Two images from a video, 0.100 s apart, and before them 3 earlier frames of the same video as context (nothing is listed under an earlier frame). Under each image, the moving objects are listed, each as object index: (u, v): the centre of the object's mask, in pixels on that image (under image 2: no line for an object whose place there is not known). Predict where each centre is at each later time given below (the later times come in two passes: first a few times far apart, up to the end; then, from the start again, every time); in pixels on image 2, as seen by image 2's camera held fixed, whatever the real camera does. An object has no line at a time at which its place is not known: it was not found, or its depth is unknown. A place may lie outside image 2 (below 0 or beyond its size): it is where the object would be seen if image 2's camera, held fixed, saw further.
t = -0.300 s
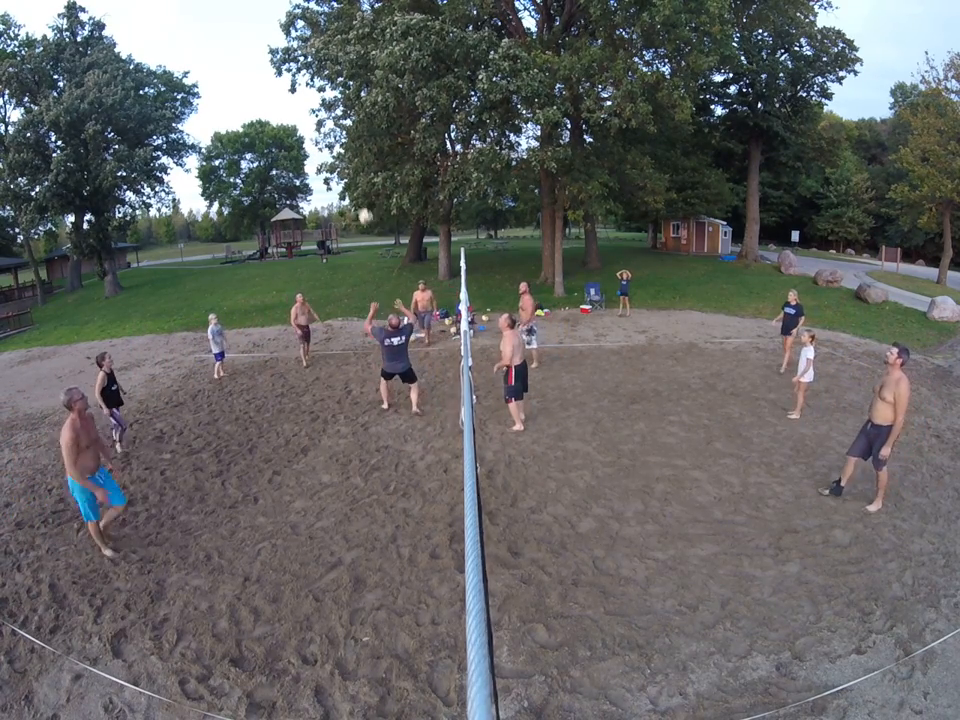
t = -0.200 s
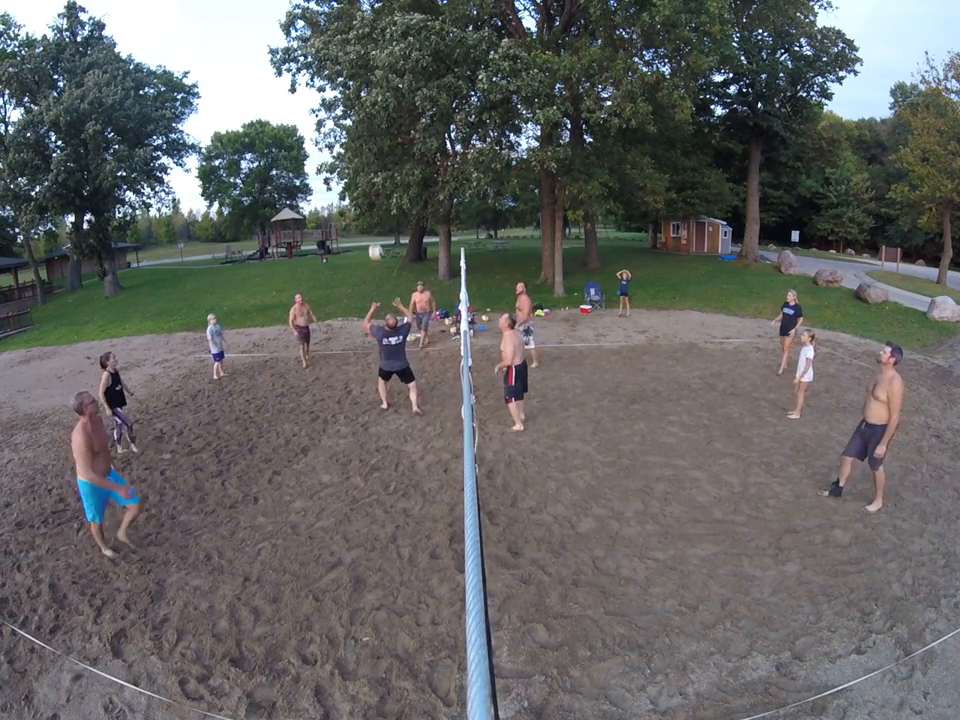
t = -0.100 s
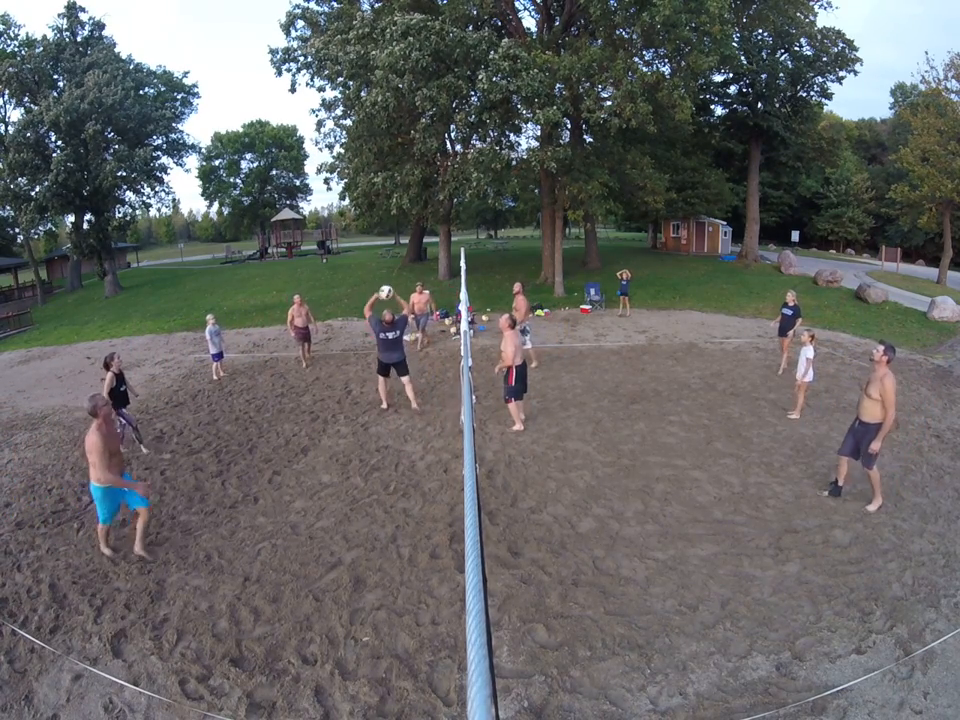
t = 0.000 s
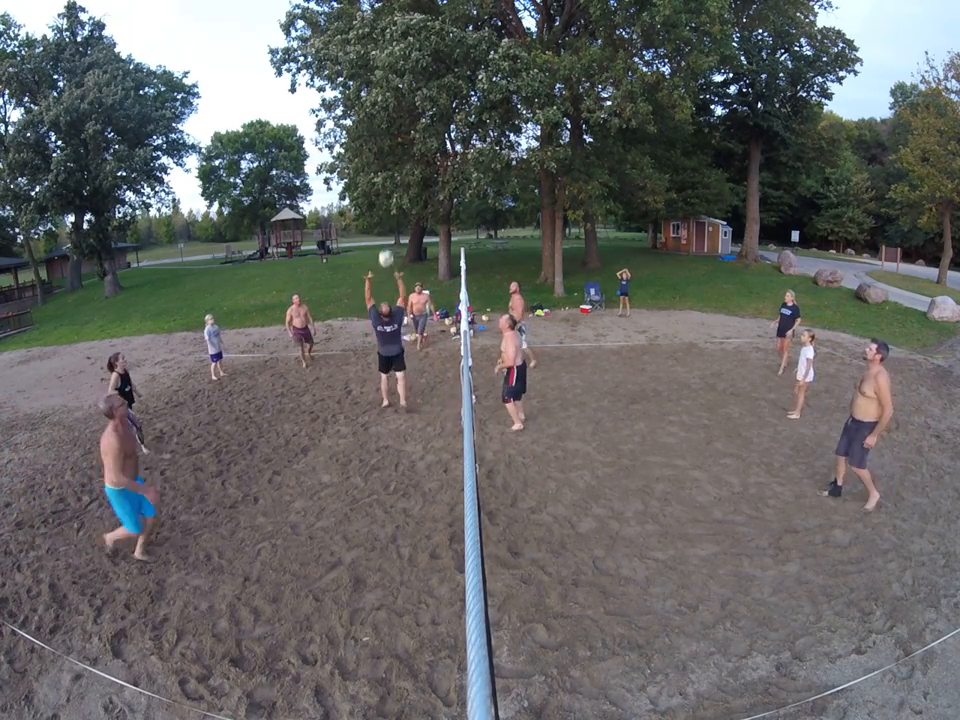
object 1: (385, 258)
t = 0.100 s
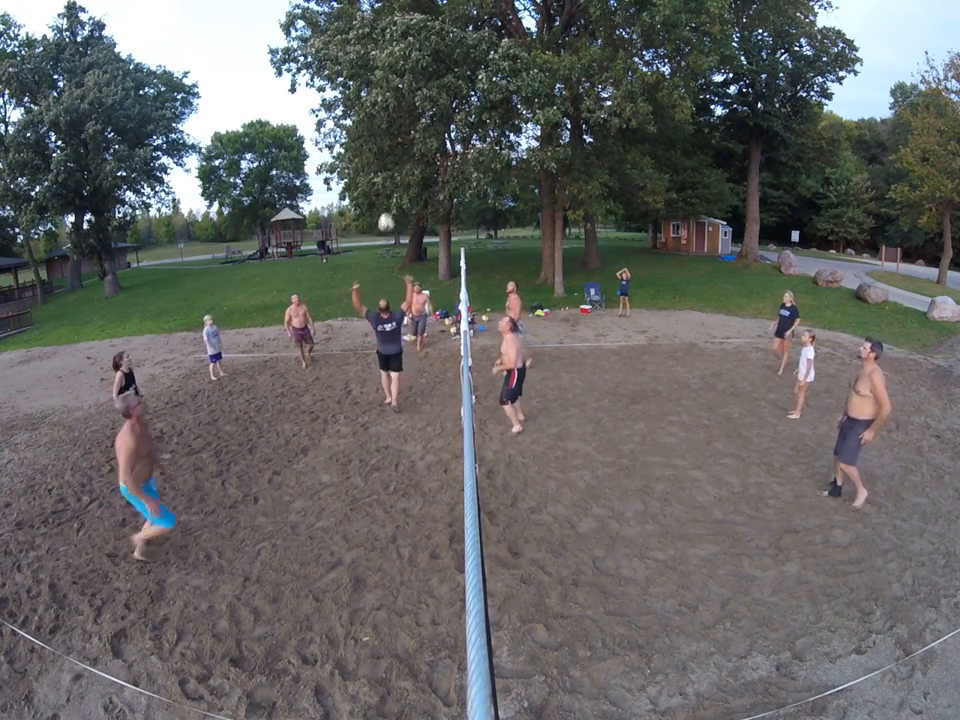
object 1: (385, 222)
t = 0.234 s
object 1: (387, 181)
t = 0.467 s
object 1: (393, 133)
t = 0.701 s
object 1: (403, 122)
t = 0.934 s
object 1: (417, 163)
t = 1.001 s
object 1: (421, 186)
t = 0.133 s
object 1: (385, 211)
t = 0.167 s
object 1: (386, 201)
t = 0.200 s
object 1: (386, 190)
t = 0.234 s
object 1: (387, 181)
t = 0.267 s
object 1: (387, 171)
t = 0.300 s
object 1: (388, 164)
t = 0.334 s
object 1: (389, 157)
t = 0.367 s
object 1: (390, 149)
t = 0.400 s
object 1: (391, 143)
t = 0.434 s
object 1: (392, 137)
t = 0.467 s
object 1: (393, 133)
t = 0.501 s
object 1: (394, 129)
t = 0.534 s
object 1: (395, 126)
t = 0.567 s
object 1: (397, 123)
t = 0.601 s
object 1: (398, 122)
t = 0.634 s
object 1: (400, 121)
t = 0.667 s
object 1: (401, 121)
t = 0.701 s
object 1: (403, 122)
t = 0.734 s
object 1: (404, 124)
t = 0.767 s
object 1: (406, 128)
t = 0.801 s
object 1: (408, 133)
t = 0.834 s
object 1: (410, 139)
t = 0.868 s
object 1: (413, 146)
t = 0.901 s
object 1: (414, 154)
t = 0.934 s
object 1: (417, 163)
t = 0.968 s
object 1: (419, 174)
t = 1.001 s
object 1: (421, 186)
